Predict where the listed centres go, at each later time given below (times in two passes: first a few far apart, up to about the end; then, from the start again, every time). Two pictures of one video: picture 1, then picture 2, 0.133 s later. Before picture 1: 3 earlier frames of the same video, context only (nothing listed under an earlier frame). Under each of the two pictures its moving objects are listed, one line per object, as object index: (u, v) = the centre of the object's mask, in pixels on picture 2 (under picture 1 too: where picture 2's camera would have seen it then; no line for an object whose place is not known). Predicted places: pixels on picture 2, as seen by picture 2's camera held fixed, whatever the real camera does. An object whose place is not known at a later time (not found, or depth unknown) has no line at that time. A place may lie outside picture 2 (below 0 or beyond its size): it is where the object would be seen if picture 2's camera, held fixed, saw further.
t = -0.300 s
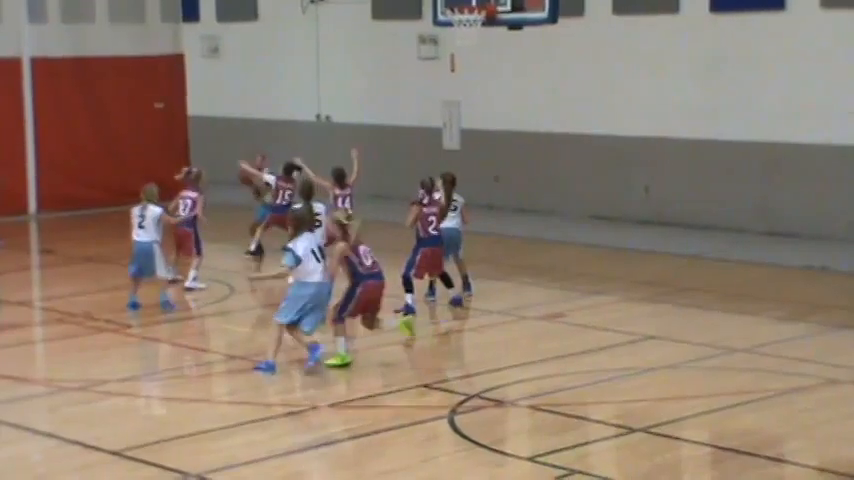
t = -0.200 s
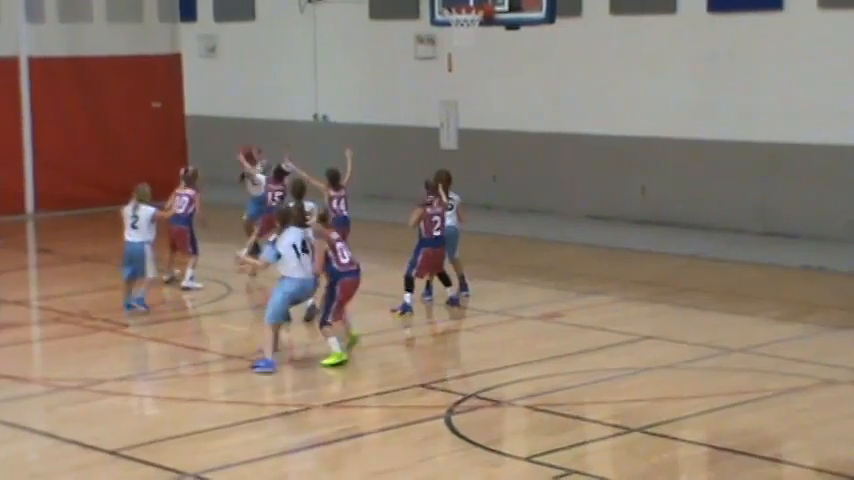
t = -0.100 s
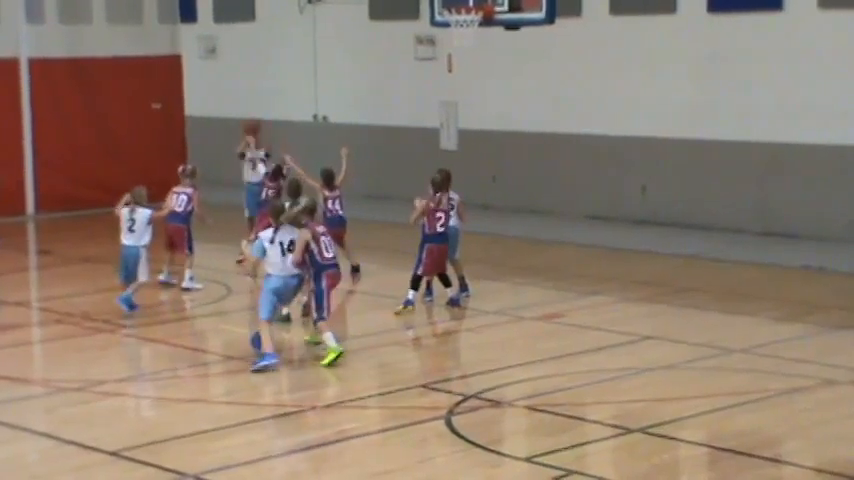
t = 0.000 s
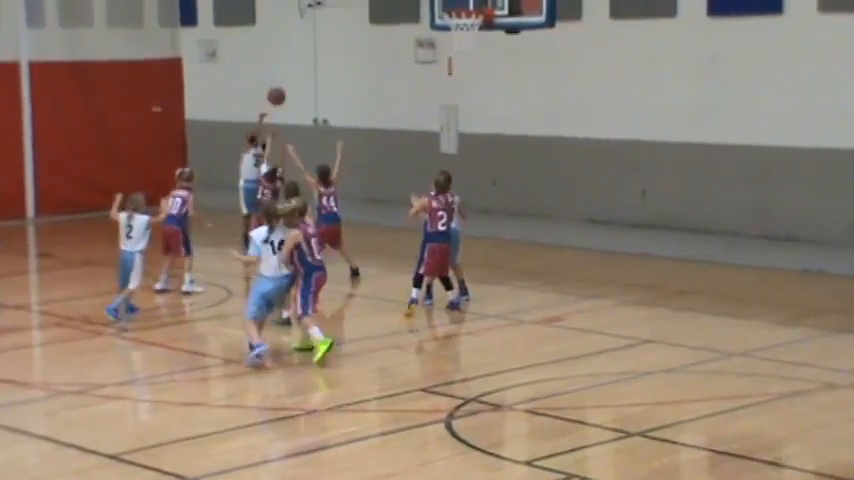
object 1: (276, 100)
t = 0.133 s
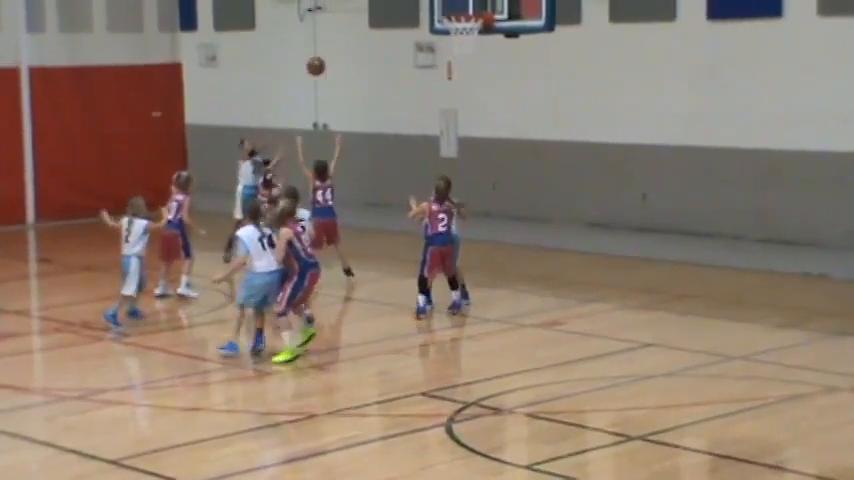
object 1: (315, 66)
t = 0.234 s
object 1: (346, 49)
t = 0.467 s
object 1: (419, 43)
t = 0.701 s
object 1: (495, 82)
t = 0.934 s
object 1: (575, 169)
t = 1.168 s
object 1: (649, 269)
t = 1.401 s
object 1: (699, 187)
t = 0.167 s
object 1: (326, 59)
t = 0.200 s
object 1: (336, 54)
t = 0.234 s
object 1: (346, 49)
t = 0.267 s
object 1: (357, 45)
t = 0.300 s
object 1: (366, 42)
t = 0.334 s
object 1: (377, 40)
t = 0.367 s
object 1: (387, 39)
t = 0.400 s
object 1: (398, 39)
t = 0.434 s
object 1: (409, 40)
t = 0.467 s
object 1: (419, 43)
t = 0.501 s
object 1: (429, 45)
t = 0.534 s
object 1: (440, 48)
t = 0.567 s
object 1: (450, 54)
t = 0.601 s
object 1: (462, 60)
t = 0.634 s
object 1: (473, 65)
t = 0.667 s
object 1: (485, 73)
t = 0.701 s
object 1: (495, 82)
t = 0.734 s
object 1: (507, 91)
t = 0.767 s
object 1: (518, 102)
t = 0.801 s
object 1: (529, 113)
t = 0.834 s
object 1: (541, 126)
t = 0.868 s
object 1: (552, 139)
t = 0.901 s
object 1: (563, 154)
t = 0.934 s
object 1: (575, 169)
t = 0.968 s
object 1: (585, 185)
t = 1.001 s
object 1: (596, 203)
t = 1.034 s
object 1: (607, 221)
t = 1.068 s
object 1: (619, 241)
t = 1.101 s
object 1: (631, 262)
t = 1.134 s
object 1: (642, 283)
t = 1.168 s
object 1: (649, 269)
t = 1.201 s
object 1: (656, 254)
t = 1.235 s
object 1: (663, 240)
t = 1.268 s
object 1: (670, 228)
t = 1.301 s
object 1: (676, 217)
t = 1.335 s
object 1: (684, 206)
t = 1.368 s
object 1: (691, 196)
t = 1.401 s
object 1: (699, 187)
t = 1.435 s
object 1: (706, 179)
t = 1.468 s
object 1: (714, 173)
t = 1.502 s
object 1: (721, 167)
